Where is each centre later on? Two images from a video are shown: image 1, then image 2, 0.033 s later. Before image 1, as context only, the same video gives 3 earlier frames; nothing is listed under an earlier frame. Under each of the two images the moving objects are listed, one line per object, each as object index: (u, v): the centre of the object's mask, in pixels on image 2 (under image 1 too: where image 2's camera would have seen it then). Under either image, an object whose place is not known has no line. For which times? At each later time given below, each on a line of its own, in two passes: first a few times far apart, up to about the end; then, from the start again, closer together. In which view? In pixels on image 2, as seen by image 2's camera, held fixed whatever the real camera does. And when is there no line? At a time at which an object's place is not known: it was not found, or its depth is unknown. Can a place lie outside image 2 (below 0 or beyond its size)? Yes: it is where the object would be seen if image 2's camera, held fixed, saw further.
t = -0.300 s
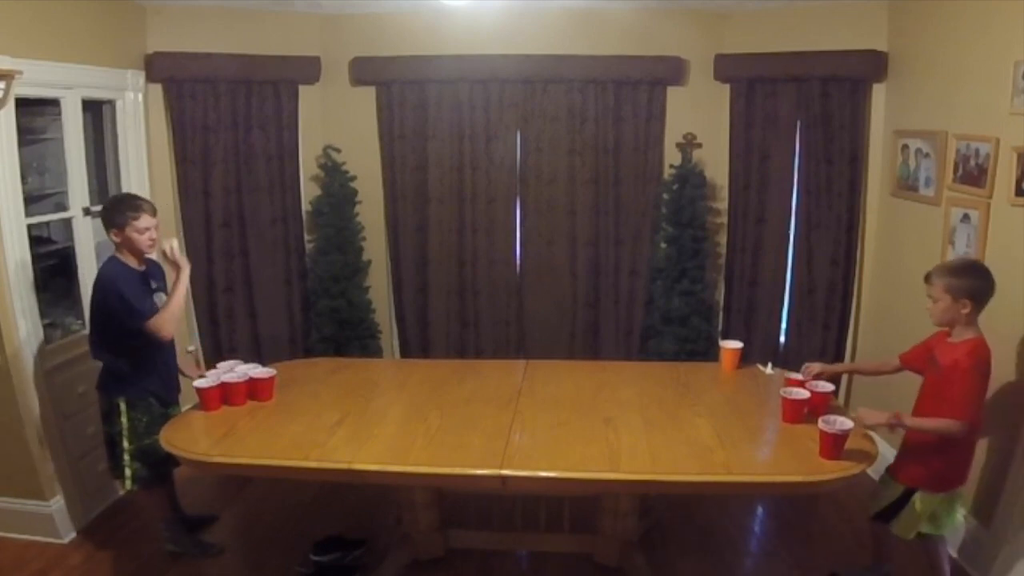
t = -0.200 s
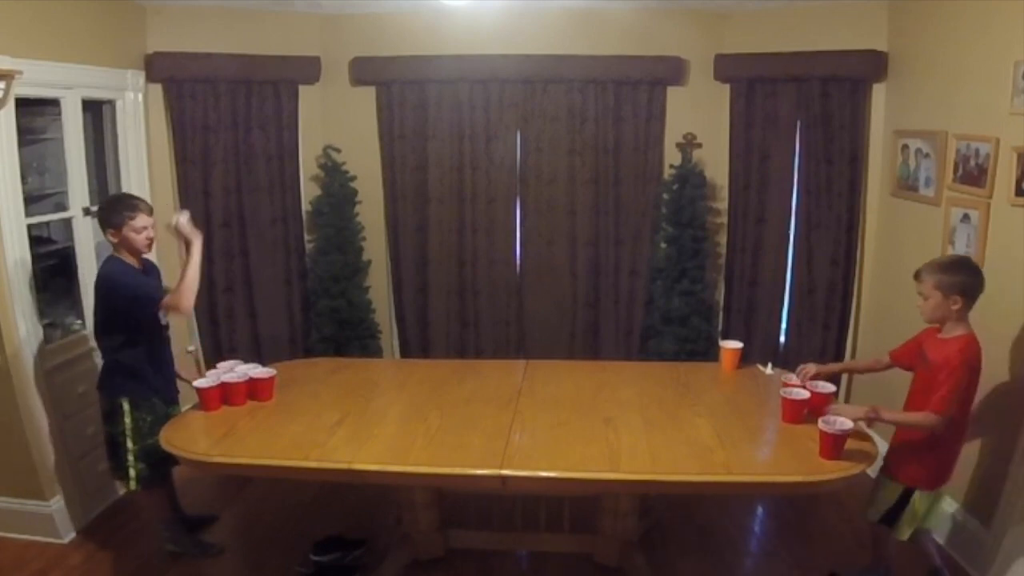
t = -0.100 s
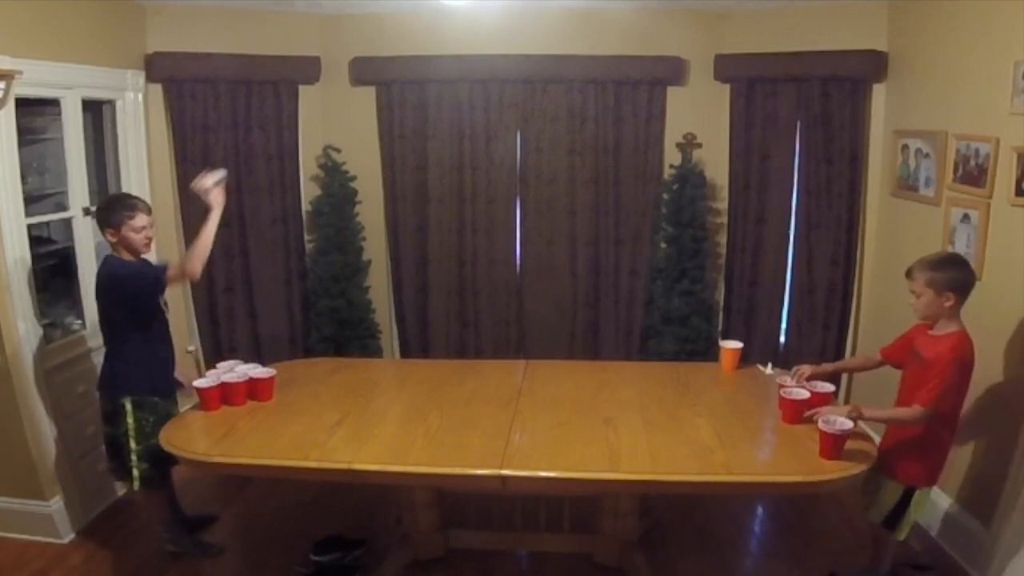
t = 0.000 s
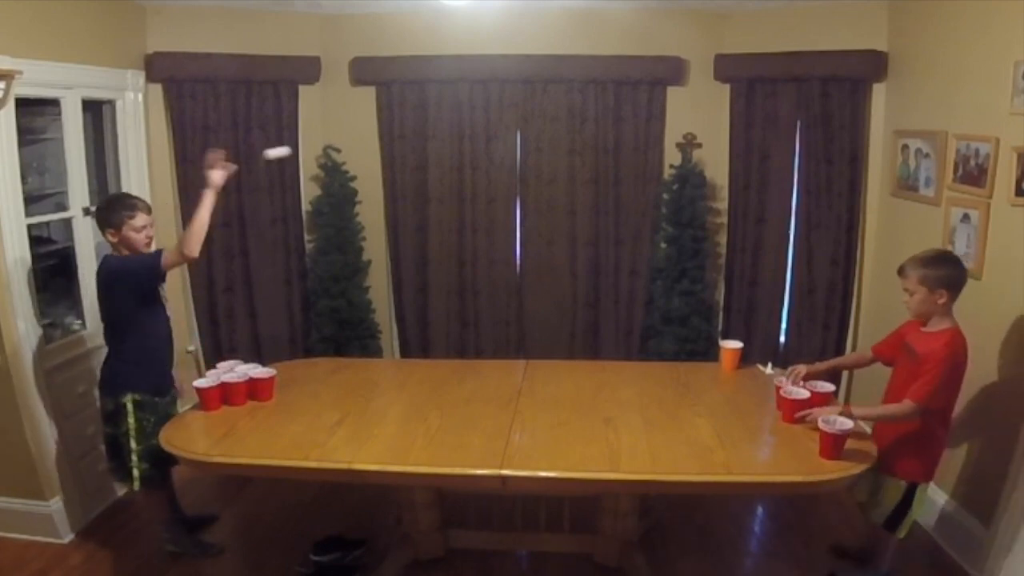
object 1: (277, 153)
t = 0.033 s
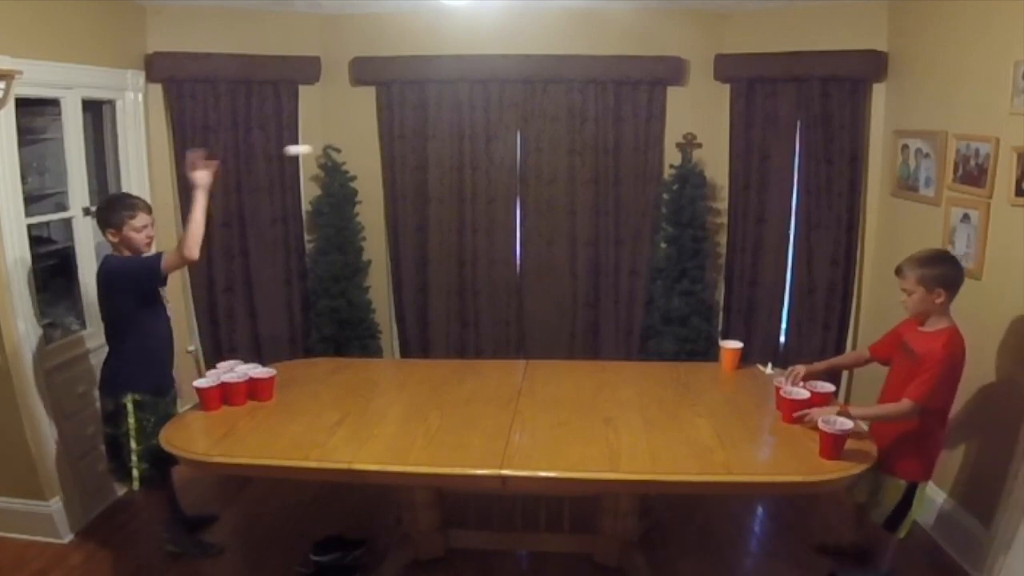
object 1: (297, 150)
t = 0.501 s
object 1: (576, 398)
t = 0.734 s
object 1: (653, 266)
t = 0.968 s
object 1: (726, 282)
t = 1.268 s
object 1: (756, 370)
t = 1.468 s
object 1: (702, 365)
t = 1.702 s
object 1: (652, 392)
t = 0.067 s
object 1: (322, 150)
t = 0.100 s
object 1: (341, 154)
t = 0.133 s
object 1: (363, 160)
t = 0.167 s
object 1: (385, 171)
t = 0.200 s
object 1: (406, 184)
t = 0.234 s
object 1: (427, 200)
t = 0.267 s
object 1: (448, 220)
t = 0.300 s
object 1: (468, 242)
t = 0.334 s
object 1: (488, 267)
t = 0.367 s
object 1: (507, 295)
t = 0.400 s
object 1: (526, 326)
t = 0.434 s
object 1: (543, 355)
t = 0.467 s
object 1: (562, 392)
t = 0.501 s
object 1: (576, 398)
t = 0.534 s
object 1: (587, 370)
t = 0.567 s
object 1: (598, 346)
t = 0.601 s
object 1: (609, 325)
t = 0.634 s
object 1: (620, 306)
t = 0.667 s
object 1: (631, 289)
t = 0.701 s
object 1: (642, 276)
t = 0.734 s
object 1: (653, 266)
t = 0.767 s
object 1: (665, 259)
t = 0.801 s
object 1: (676, 254)
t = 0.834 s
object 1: (687, 253)
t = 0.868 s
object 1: (697, 256)
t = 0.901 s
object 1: (707, 262)
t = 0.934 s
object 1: (717, 270)
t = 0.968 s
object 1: (726, 282)
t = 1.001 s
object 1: (735, 296)
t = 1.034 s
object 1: (743, 313)
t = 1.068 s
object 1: (751, 331)
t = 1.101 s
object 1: (758, 353)
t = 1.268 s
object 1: (756, 370)
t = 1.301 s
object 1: (747, 363)
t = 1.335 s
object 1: (738, 358)
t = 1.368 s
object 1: (728, 355)
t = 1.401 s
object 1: (718, 356)
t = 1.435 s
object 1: (710, 359)
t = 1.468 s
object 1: (702, 365)
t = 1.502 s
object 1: (691, 374)
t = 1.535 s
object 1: (681, 386)
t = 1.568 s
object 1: (671, 399)
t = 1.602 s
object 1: (662, 417)
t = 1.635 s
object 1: (656, 417)
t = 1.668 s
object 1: (654, 402)
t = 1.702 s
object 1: (652, 392)
